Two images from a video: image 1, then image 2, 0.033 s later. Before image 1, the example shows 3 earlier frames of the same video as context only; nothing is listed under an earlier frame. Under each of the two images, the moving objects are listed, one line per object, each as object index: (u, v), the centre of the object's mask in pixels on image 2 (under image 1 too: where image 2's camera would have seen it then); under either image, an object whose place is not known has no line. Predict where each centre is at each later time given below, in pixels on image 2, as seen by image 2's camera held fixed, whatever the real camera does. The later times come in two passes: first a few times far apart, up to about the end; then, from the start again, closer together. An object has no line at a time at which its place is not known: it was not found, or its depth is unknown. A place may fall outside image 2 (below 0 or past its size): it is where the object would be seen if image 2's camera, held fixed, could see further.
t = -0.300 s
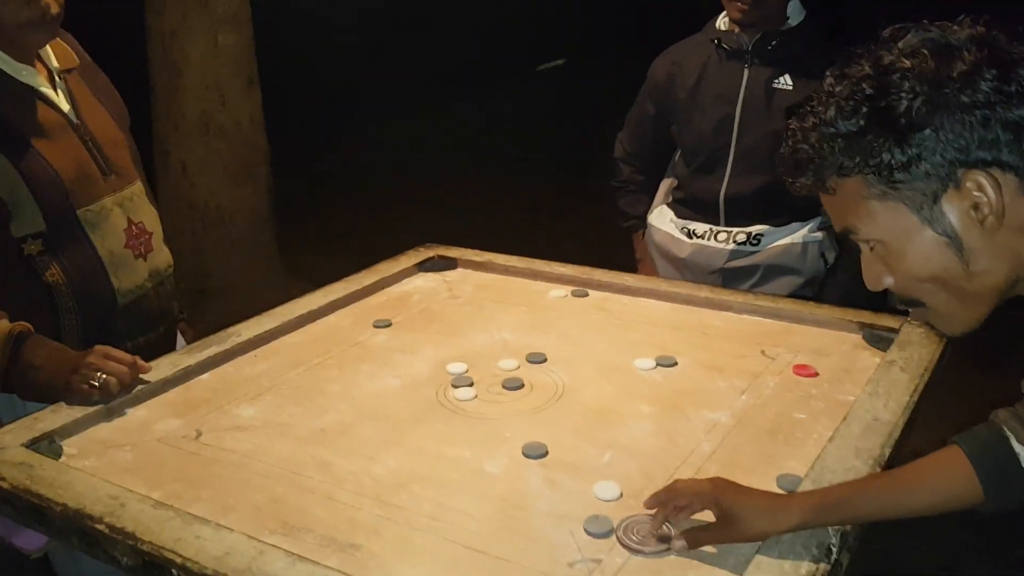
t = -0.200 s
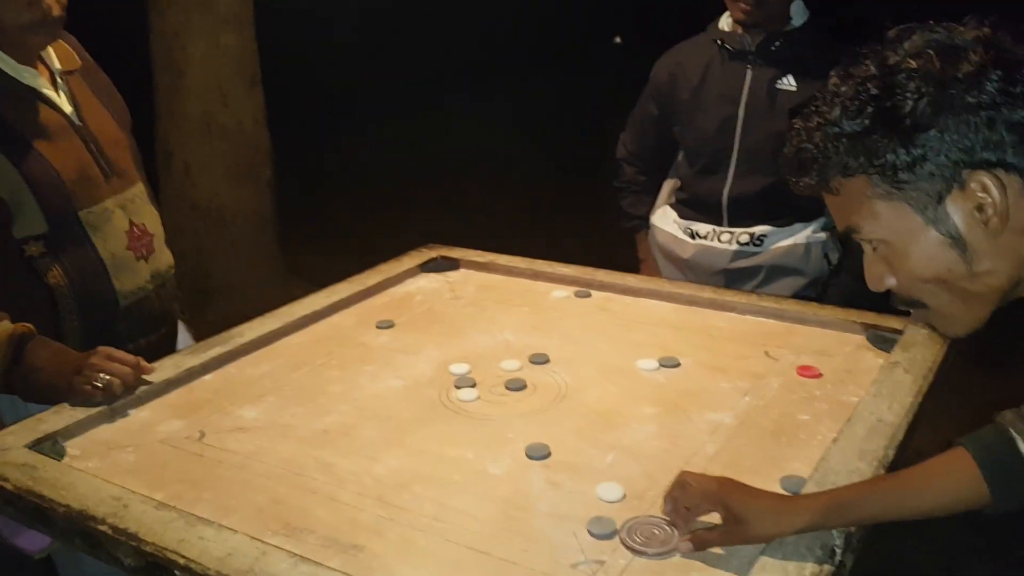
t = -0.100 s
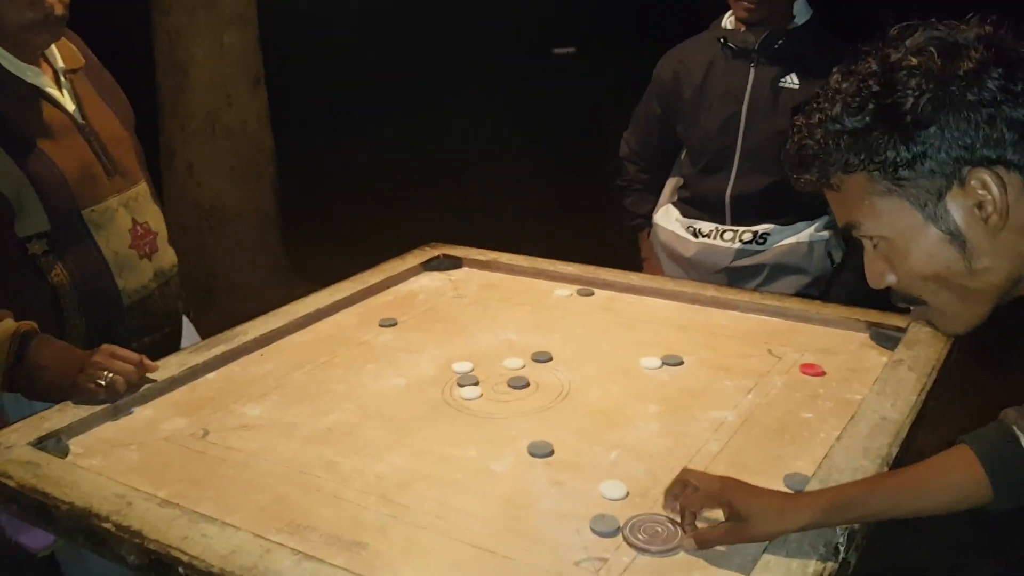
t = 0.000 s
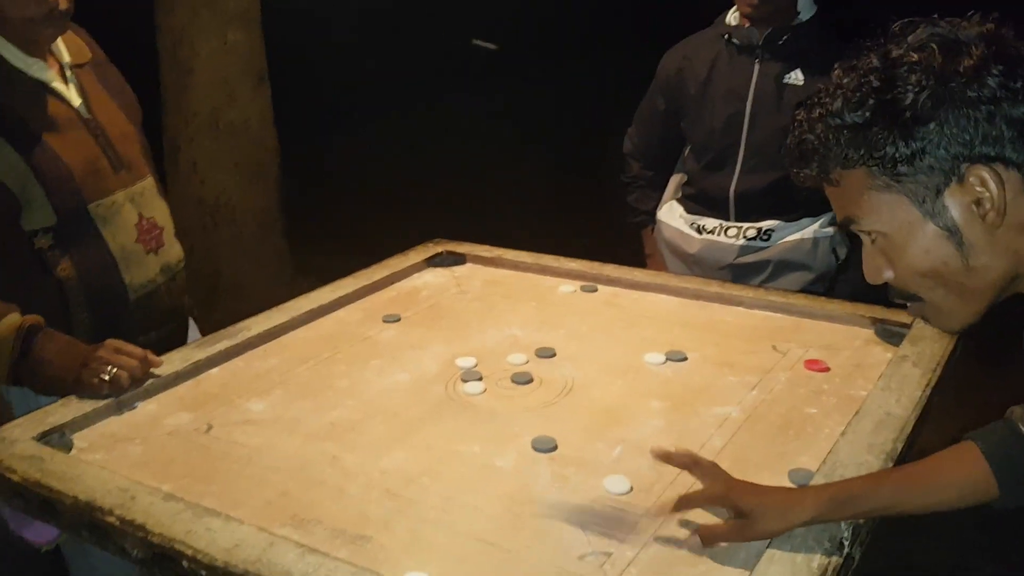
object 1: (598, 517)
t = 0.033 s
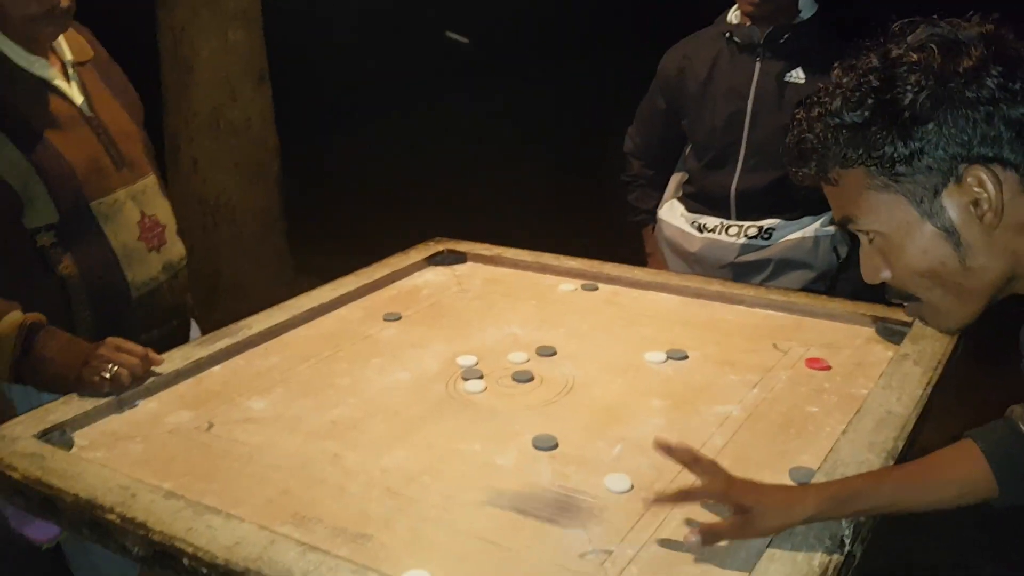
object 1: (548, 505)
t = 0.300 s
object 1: (205, 449)
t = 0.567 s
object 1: (149, 464)
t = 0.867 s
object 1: (238, 497)
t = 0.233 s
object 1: (281, 460)
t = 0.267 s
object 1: (244, 454)
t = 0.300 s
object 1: (205, 449)
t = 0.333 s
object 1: (169, 443)
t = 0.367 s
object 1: (137, 438)
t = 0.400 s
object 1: (106, 434)
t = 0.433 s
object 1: (103, 436)
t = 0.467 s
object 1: (114, 443)
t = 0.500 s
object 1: (127, 451)
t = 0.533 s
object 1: (137, 457)
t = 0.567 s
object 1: (149, 464)
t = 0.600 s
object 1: (159, 470)
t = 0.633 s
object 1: (170, 476)
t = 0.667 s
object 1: (180, 481)
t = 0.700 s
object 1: (193, 484)
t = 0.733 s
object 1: (202, 487)
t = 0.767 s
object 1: (212, 490)
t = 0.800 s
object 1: (223, 493)
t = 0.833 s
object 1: (230, 494)
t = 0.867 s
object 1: (238, 497)
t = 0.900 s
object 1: (243, 500)
